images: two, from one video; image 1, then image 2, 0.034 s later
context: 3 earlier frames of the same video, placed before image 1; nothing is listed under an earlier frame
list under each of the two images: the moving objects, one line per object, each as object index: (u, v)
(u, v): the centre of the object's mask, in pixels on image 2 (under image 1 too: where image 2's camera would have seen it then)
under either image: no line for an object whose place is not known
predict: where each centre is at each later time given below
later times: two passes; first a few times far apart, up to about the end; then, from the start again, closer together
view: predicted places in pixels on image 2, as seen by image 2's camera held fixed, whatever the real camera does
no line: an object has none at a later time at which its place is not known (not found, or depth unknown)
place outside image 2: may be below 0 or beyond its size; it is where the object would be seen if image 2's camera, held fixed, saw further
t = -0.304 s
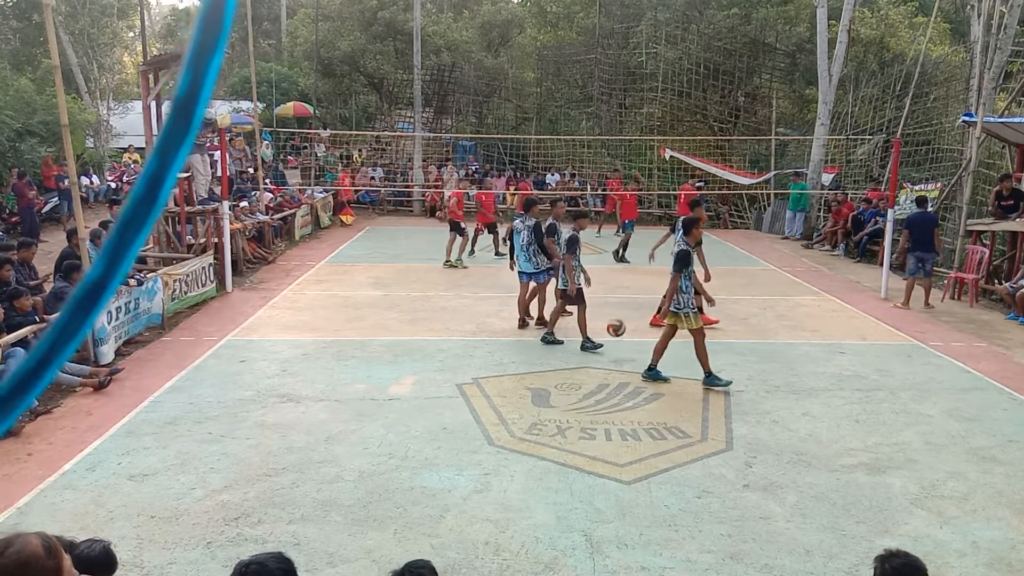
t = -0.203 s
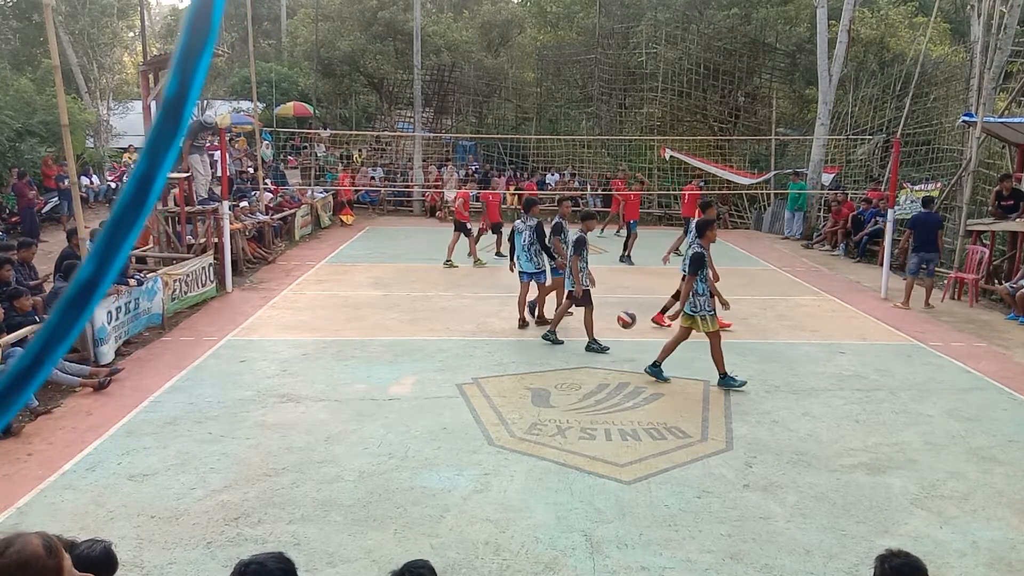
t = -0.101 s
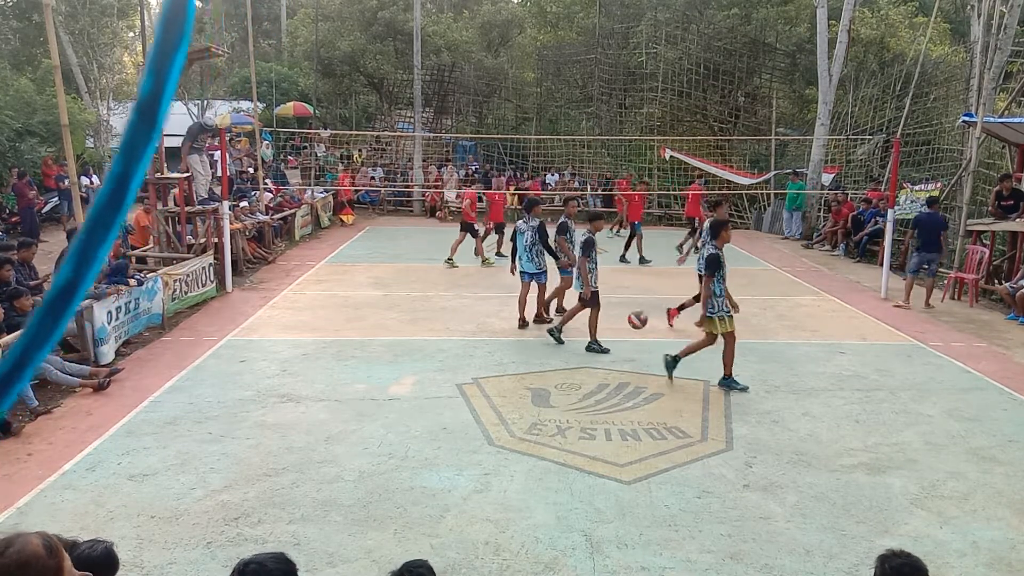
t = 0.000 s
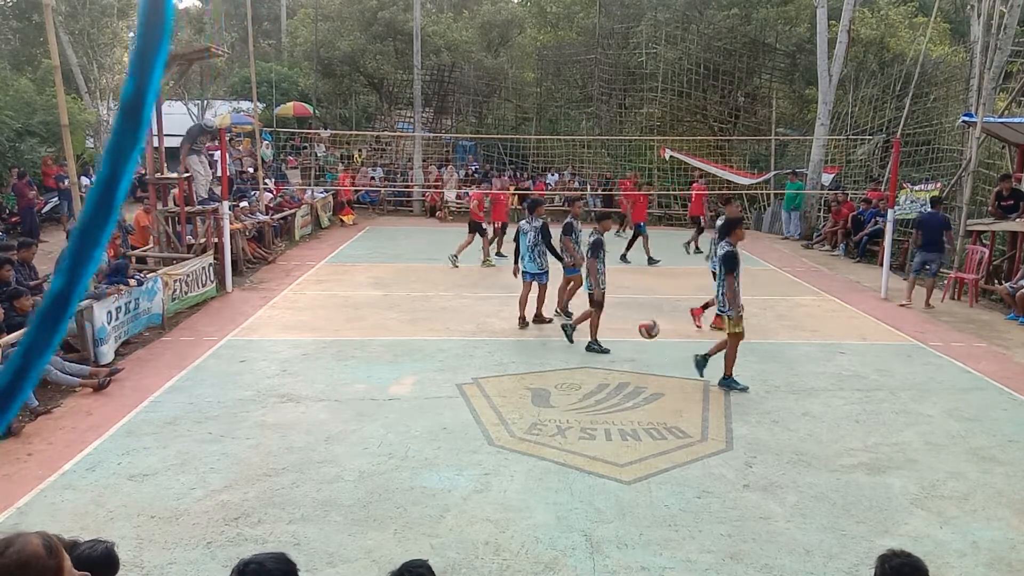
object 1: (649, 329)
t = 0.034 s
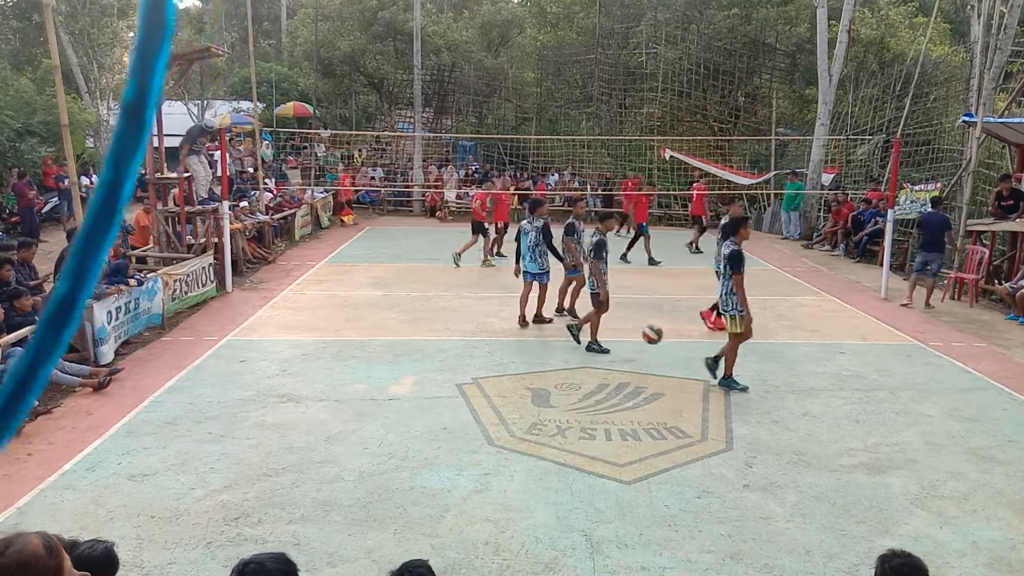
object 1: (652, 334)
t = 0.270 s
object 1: (681, 381)
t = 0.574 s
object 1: (729, 394)
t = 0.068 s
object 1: (656, 341)
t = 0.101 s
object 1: (660, 348)
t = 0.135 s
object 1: (664, 357)
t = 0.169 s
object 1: (668, 367)
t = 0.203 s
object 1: (672, 378)
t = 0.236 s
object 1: (676, 386)
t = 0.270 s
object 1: (681, 381)
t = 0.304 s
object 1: (686, 378)
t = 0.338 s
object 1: (691, 376)
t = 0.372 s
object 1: (696, 375)
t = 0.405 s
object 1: (702, 375)
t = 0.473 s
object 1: (712, 379)
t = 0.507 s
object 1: (718, 383)
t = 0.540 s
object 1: (722, 387)
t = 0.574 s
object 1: (729, 394)
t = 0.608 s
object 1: (734, 402)
